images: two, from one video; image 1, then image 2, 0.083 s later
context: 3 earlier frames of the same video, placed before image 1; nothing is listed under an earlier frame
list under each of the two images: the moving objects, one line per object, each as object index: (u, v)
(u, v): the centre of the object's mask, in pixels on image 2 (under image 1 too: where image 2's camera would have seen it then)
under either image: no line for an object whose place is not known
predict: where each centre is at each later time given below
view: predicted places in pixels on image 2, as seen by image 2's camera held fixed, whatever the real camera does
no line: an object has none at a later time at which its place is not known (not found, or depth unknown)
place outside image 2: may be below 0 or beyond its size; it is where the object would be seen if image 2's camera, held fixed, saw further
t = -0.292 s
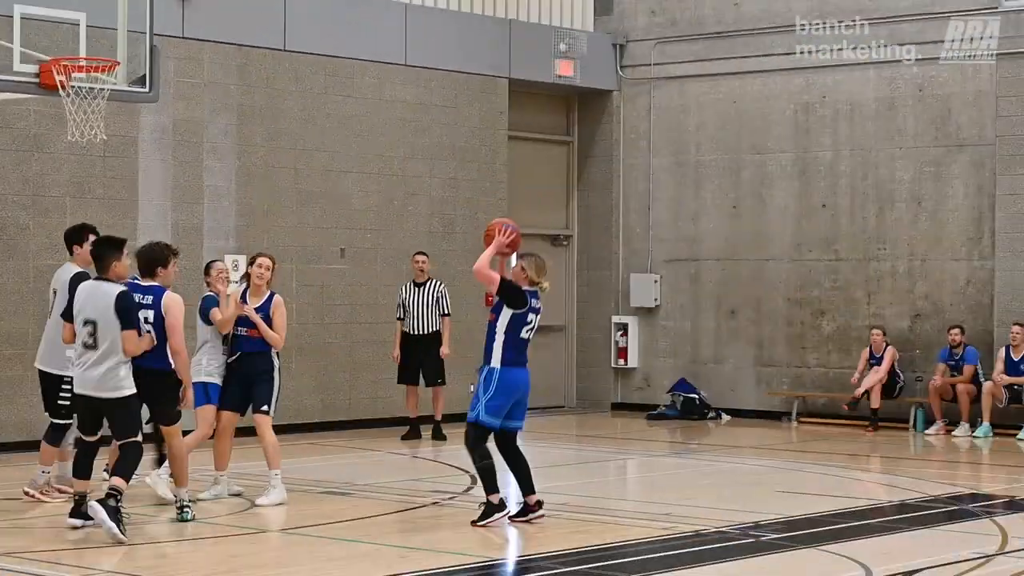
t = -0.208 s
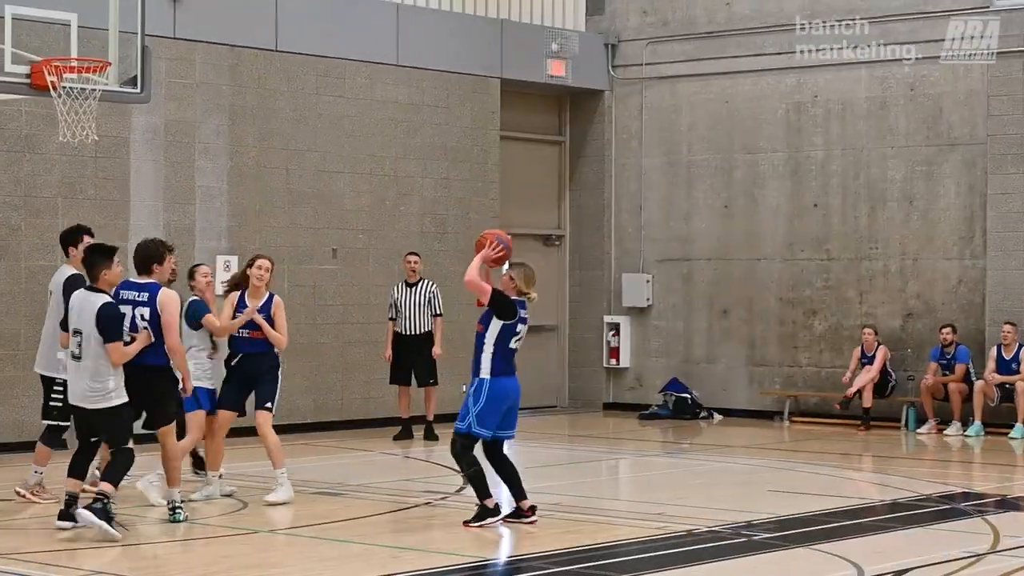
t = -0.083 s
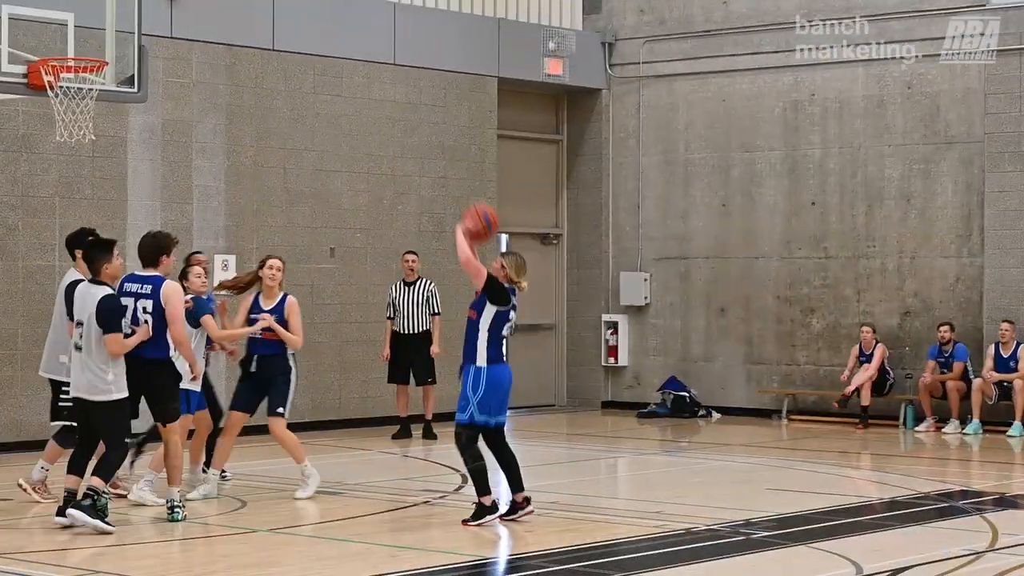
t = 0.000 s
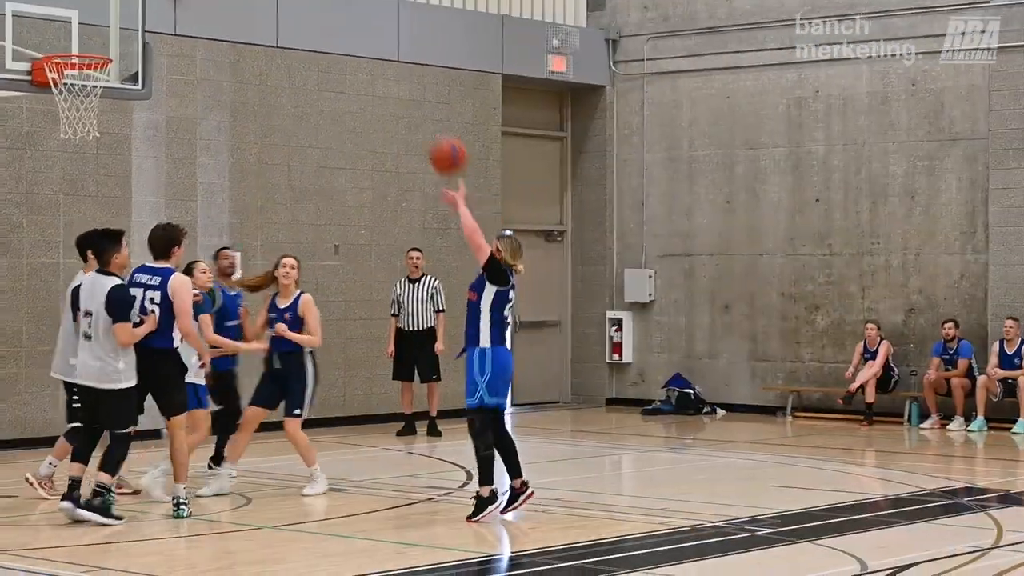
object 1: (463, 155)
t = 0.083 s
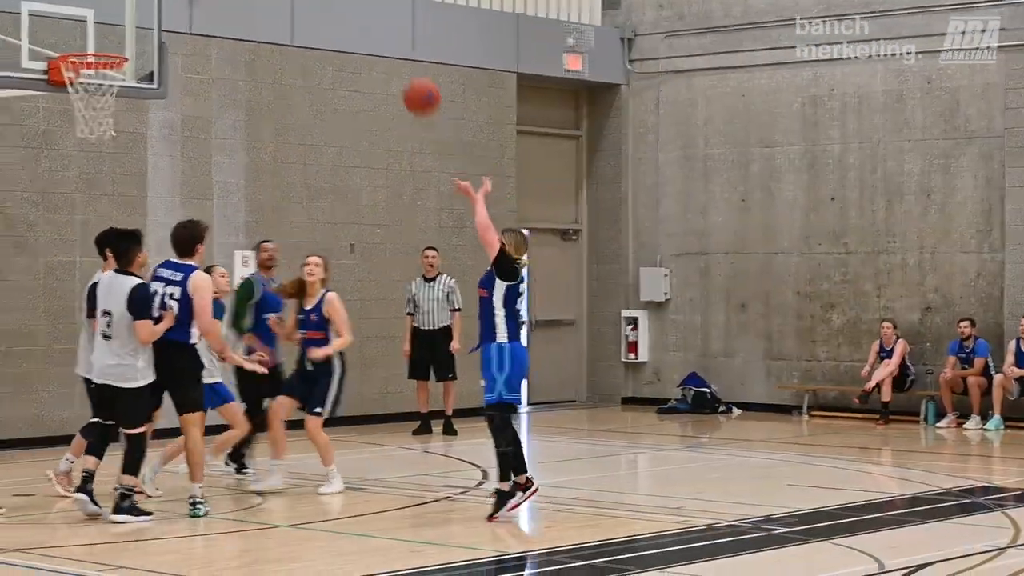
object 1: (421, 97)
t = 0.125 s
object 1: (397, 67)
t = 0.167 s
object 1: (380, 48)
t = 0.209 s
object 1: (353, 23)
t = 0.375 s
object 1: (276, -21)
